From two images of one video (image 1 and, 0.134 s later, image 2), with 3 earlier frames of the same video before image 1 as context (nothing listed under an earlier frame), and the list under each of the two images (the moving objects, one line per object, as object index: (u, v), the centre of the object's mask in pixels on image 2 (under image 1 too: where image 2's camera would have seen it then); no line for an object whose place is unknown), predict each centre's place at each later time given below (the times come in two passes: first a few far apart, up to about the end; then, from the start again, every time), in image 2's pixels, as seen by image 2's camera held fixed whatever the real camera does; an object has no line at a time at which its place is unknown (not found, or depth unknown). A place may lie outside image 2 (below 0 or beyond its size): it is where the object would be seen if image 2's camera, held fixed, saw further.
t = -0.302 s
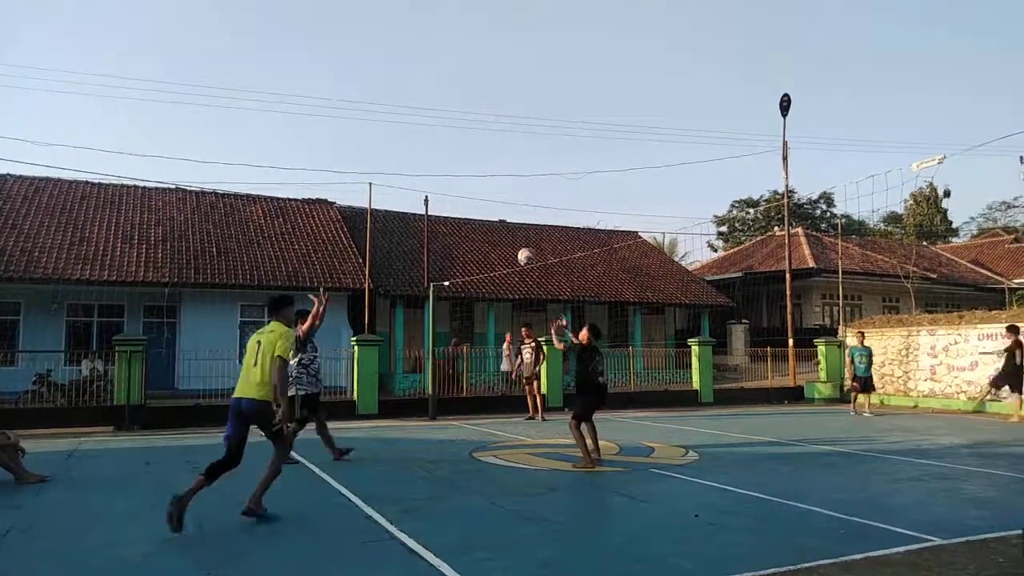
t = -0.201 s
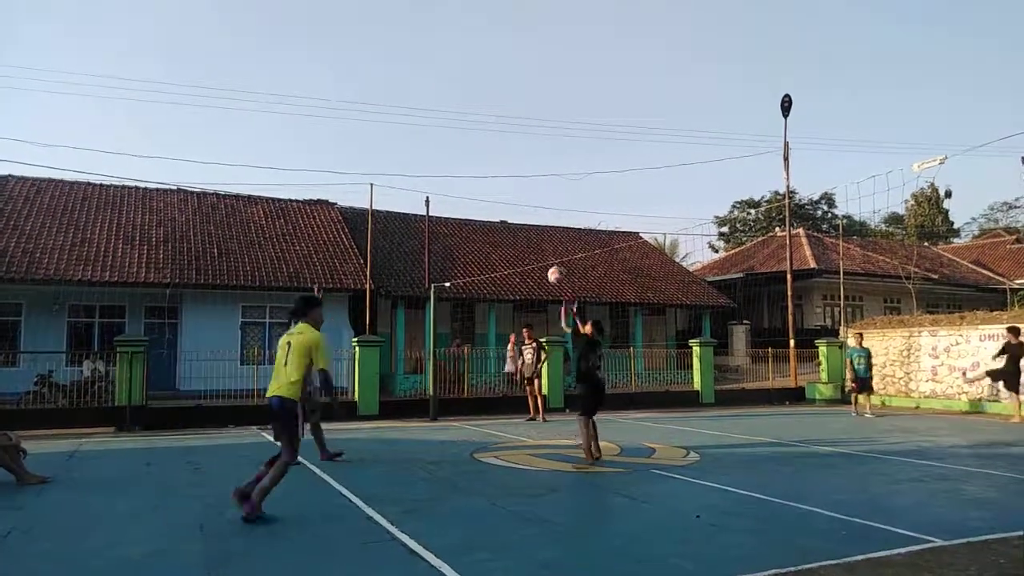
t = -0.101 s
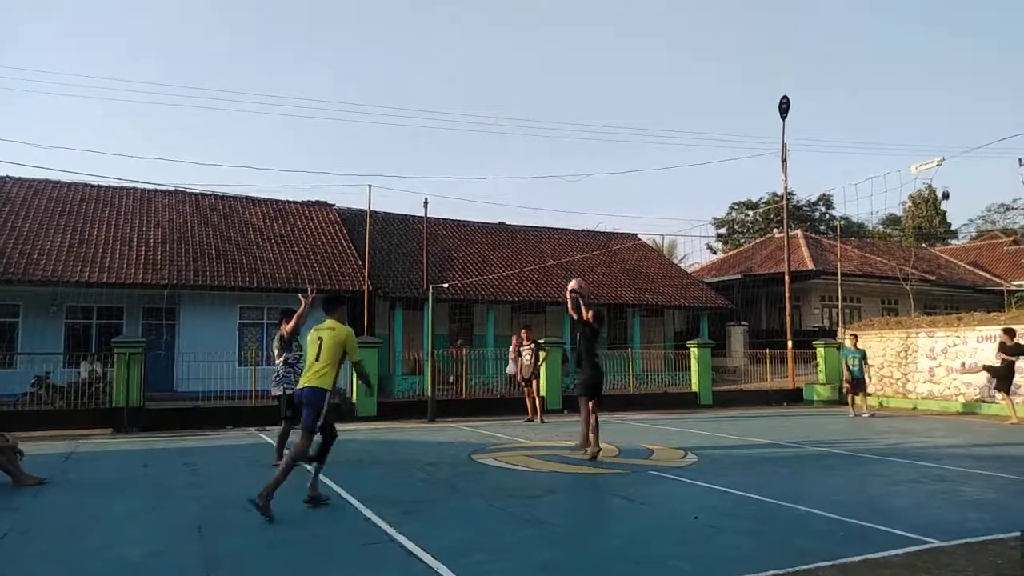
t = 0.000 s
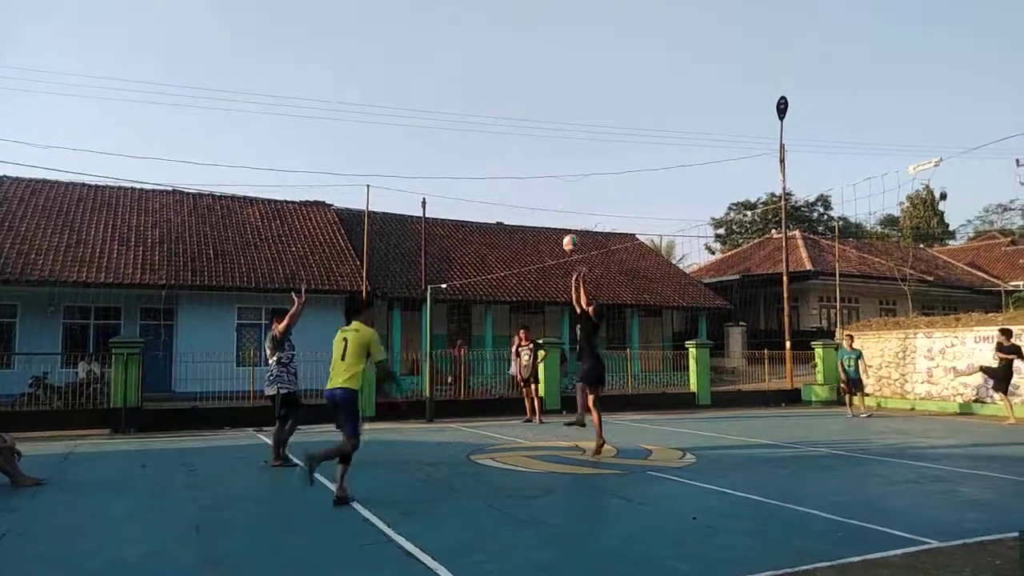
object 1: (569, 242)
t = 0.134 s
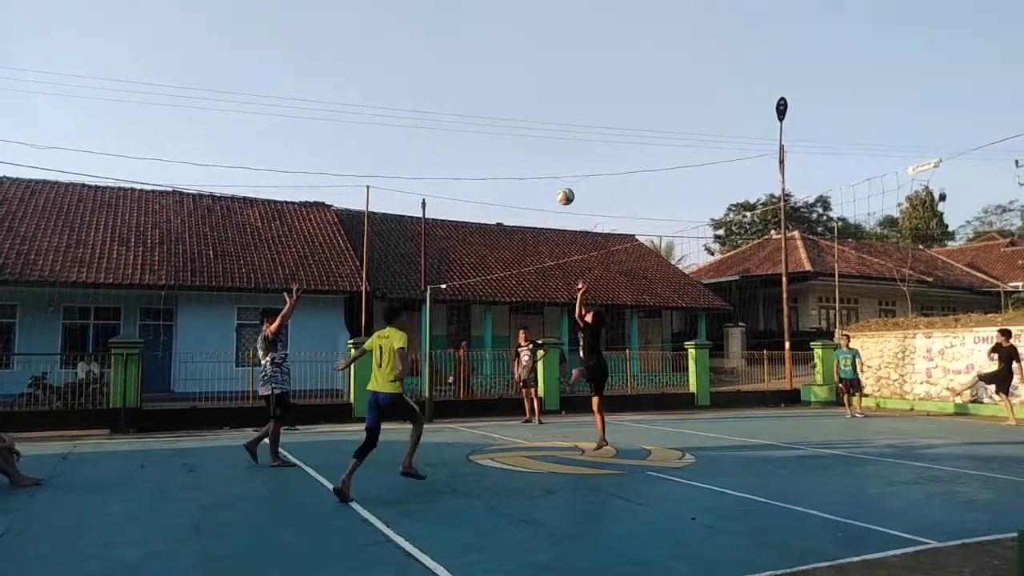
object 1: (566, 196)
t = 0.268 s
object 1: (561, 163)
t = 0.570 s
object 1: (549, 147)
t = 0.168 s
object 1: (564, 187)
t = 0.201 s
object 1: (563, 178)
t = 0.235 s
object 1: (562, 171)
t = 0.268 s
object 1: (561, 163)
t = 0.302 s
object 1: (560, 158)
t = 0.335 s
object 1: (559, 154)
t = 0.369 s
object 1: (556, 151)
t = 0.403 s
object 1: (555, 147)
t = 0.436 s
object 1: (554, 145)
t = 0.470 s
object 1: (553, 144)
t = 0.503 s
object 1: (552, 144)
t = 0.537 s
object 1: (550, 145)
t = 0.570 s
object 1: (549, 147)
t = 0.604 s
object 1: (548, 149)
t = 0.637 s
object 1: (546, 153)
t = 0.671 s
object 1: (545, 157)
